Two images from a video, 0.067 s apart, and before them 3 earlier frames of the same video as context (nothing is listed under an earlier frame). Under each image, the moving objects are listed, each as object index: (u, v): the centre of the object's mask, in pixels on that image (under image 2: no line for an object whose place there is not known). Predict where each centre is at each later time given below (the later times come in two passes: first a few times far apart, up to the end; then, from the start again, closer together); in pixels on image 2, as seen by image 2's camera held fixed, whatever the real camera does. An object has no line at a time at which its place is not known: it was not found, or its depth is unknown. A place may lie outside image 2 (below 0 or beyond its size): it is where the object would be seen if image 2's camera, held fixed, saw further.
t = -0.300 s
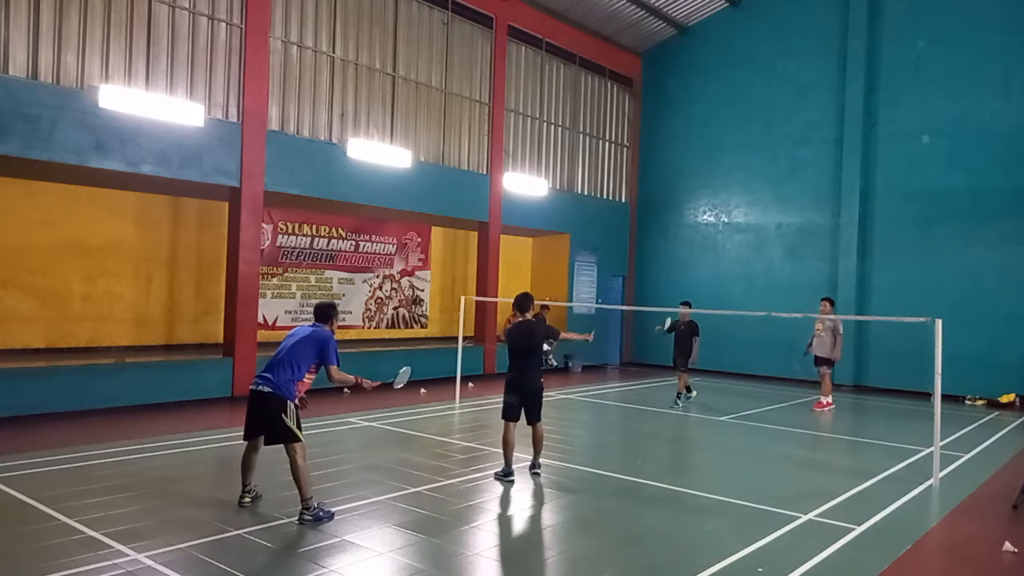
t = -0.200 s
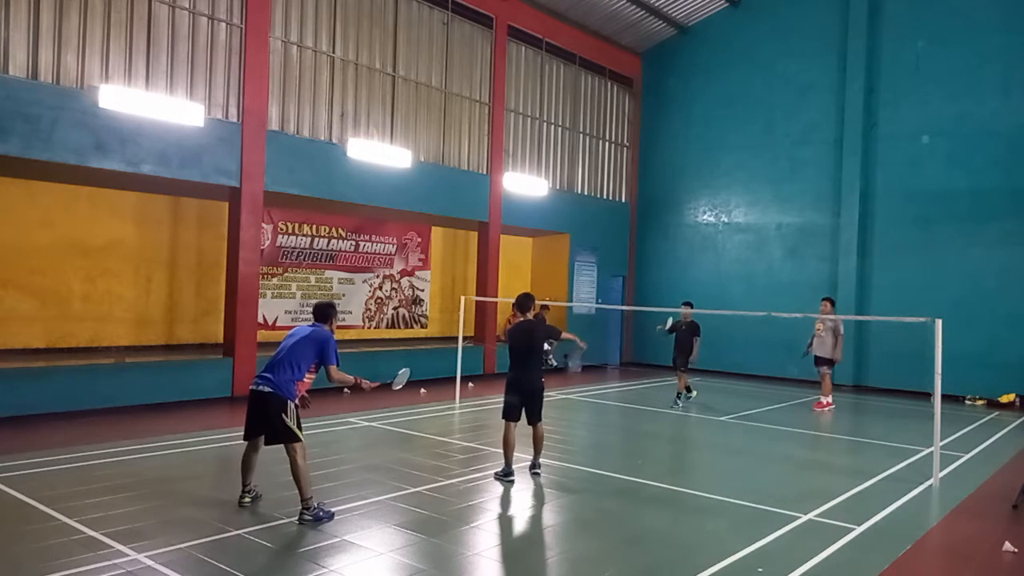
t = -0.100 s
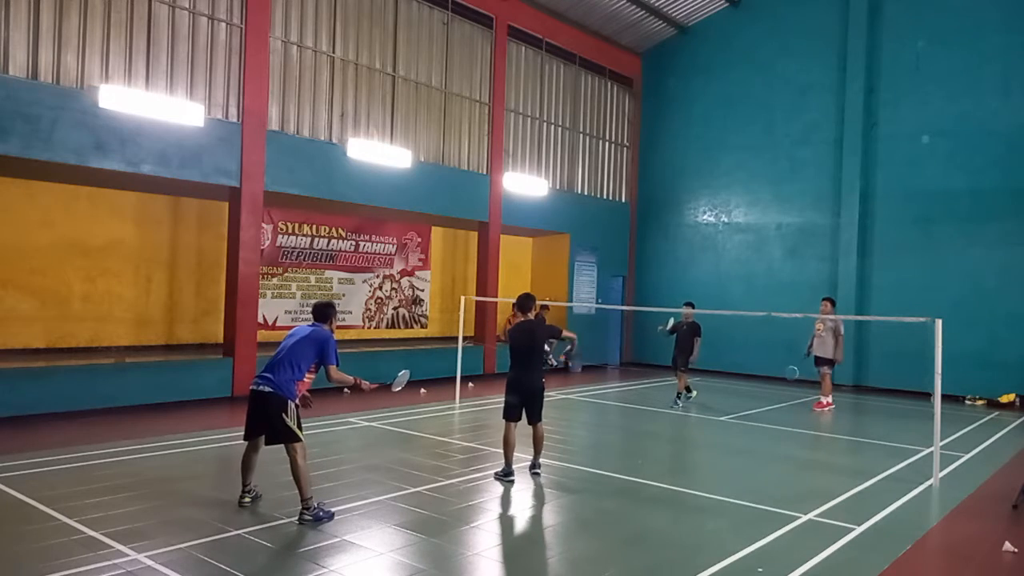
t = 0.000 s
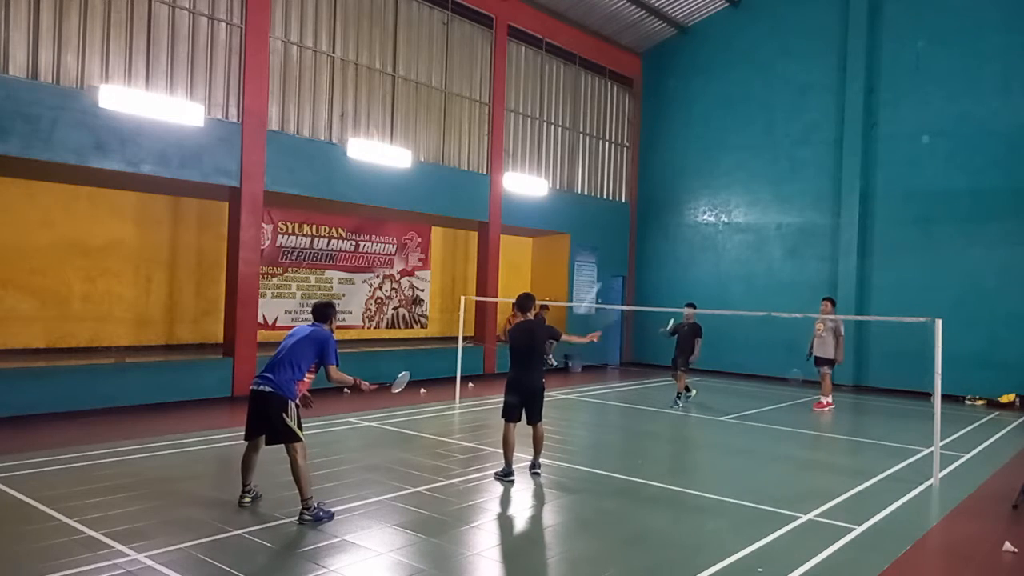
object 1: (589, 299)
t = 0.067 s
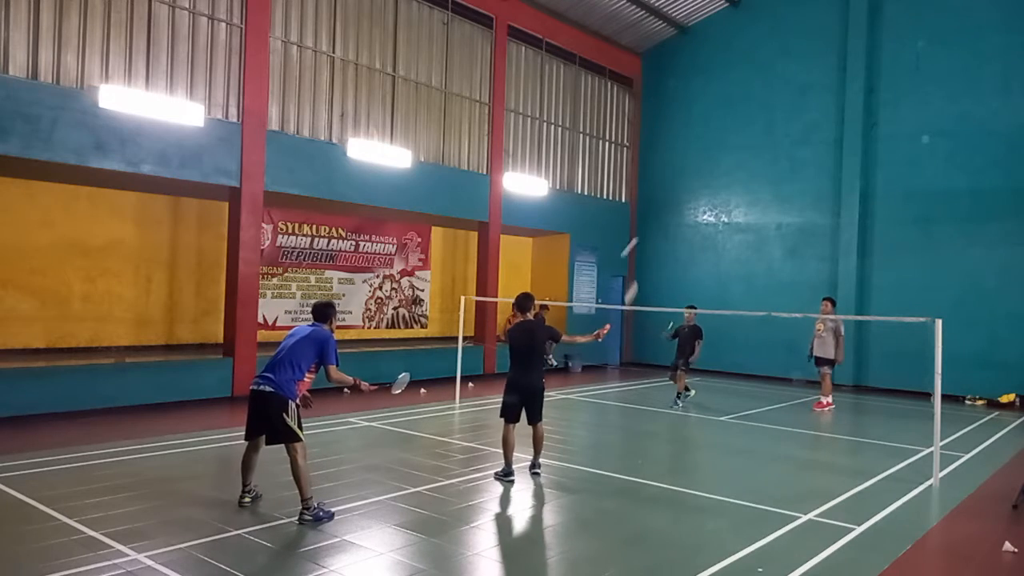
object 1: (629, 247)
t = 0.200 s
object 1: (674, 196)
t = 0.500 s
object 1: (724, 174)
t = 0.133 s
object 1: (655, 216)
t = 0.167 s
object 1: (666, 205)
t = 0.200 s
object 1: (674, 196)
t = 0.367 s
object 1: (707, 174)
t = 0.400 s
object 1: (712, 173)
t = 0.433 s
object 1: (717, 173)
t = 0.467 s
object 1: (721, 173)
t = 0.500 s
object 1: (724, 174)
